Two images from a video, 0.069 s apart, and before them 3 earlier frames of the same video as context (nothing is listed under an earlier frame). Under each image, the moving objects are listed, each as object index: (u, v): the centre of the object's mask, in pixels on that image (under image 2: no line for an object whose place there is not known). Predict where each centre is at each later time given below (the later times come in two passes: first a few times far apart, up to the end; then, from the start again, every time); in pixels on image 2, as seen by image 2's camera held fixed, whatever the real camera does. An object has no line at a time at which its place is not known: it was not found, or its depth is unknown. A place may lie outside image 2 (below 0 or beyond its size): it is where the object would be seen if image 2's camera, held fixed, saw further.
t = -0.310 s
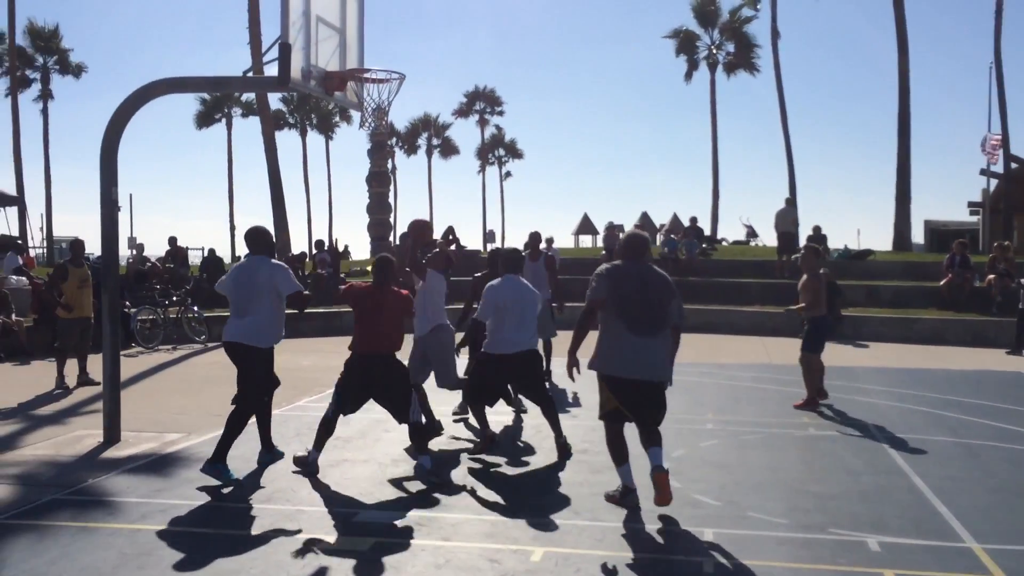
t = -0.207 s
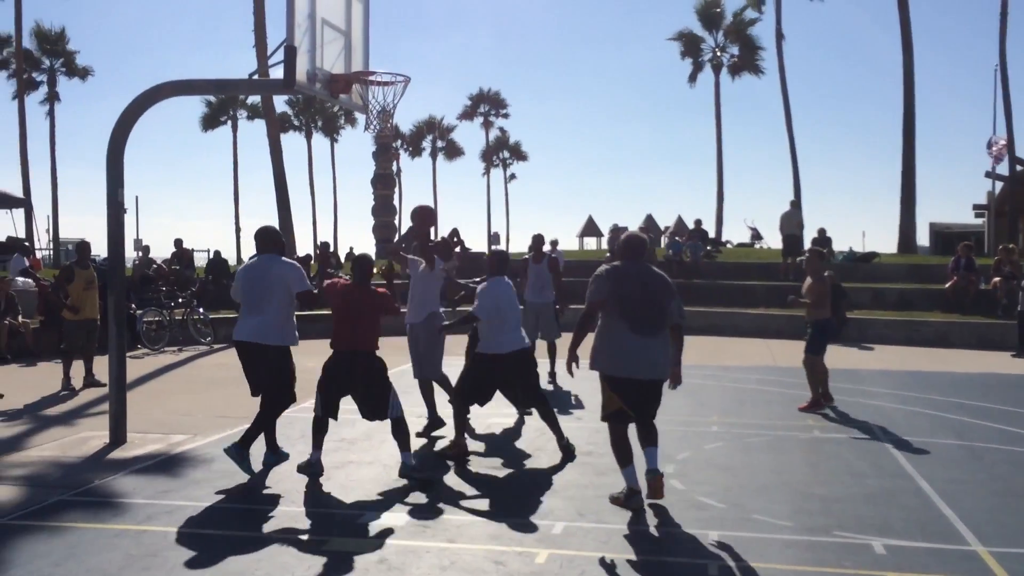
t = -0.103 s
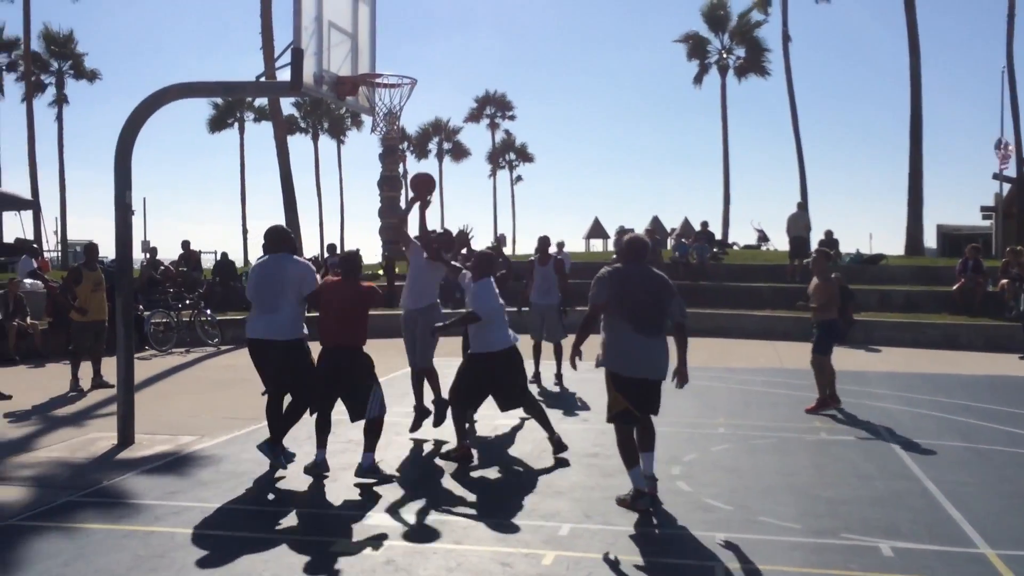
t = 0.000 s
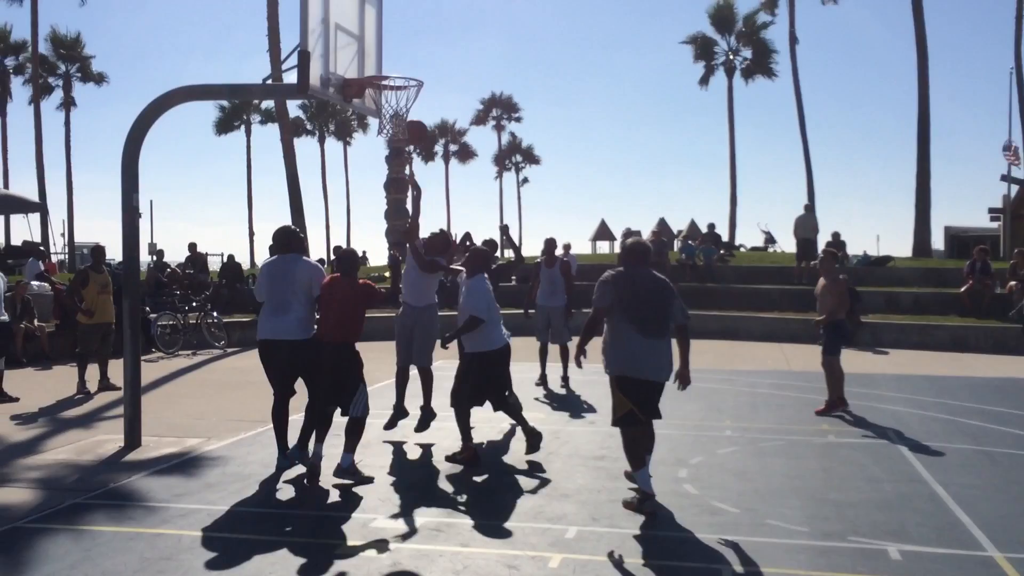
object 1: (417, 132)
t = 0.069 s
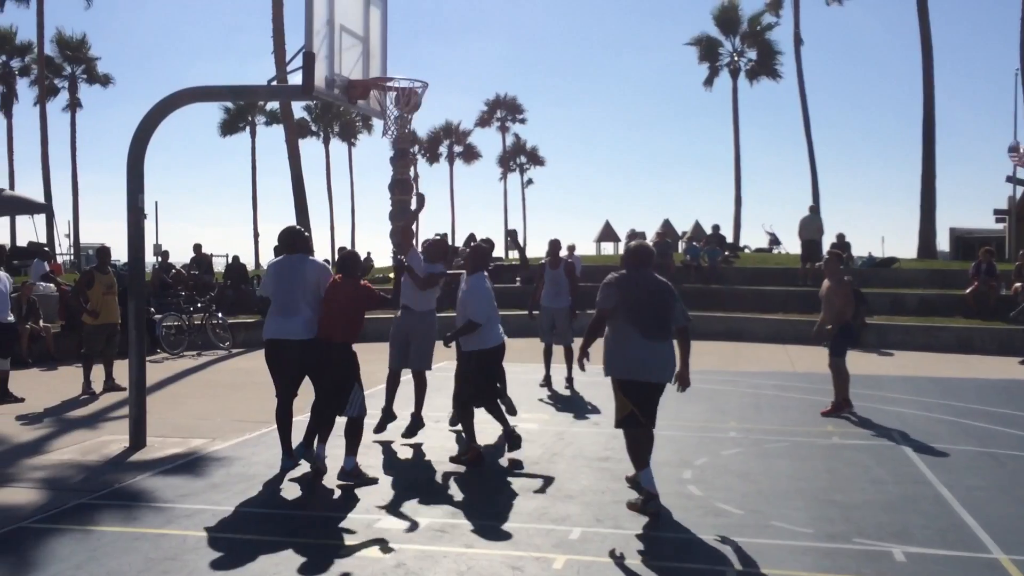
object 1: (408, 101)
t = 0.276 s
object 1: (373, 27)
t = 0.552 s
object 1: (382, 29)
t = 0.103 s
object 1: (403, 87)
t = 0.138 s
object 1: (396, 68)
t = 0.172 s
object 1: (390, 58)
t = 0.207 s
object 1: (384, 46)
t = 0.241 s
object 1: (377, 36)
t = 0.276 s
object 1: (373, 27)
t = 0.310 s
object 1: (374, 22)
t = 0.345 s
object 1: (375, 19)
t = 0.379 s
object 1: (377, 17)
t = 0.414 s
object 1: (378, 17)
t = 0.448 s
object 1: (378, 18)
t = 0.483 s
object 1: (379, 20)
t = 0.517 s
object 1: (381, 24)
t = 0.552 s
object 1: (382, 29)
